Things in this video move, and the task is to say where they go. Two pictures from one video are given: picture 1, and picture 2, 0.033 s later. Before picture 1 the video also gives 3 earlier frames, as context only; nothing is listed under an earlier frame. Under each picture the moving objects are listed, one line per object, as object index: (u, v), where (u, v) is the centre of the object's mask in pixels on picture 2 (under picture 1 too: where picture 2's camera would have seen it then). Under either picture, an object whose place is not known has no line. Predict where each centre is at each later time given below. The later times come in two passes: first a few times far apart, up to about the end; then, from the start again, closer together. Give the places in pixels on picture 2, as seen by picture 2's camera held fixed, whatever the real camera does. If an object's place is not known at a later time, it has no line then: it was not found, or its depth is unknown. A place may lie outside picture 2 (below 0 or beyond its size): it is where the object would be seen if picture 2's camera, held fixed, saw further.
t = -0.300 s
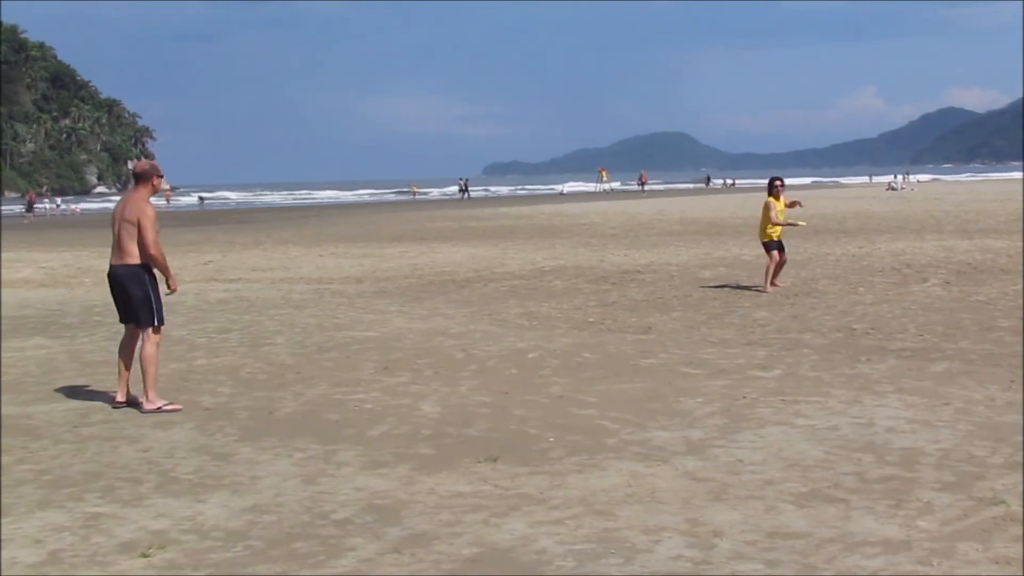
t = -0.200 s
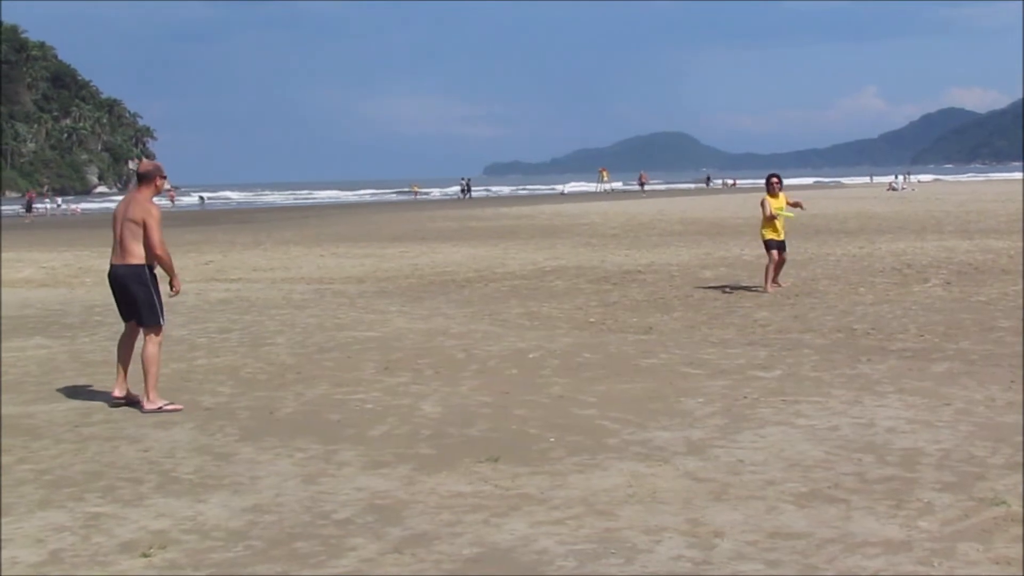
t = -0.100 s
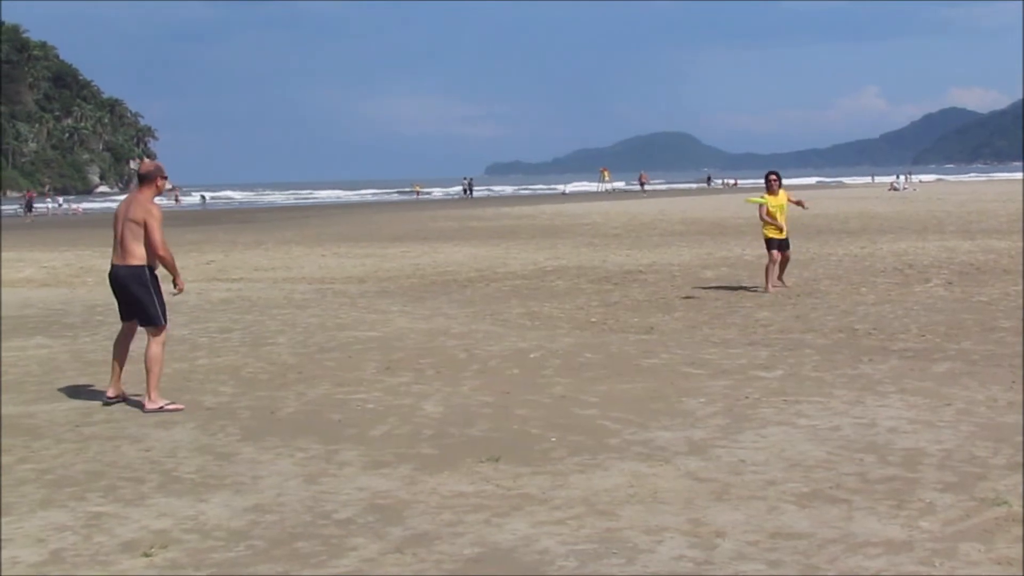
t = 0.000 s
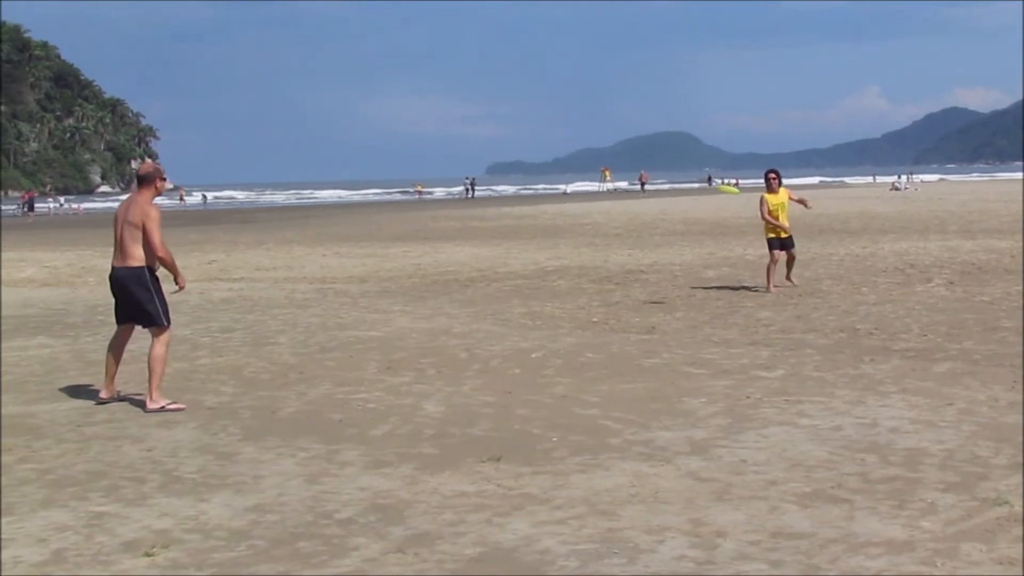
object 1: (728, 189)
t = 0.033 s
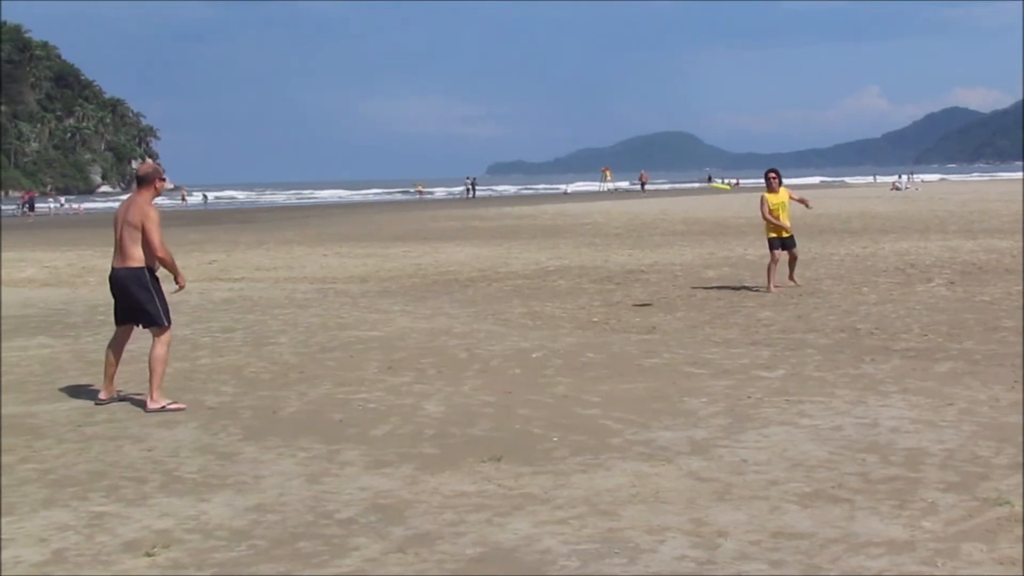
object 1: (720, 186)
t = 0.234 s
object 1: (659, 172)
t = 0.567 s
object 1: (553, 165)
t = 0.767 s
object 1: (489, 175)
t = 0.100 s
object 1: (698, 180)
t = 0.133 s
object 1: (689, 177)
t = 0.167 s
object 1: (679, 175)
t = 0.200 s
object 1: (669, 173)
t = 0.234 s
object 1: (659, 172)
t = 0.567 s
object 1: (553, 165)
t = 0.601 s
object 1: (543, 166)
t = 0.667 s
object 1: (522, 169)
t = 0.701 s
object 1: (511, 171)
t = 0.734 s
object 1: (500, 173)
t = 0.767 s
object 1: (489, 175)
